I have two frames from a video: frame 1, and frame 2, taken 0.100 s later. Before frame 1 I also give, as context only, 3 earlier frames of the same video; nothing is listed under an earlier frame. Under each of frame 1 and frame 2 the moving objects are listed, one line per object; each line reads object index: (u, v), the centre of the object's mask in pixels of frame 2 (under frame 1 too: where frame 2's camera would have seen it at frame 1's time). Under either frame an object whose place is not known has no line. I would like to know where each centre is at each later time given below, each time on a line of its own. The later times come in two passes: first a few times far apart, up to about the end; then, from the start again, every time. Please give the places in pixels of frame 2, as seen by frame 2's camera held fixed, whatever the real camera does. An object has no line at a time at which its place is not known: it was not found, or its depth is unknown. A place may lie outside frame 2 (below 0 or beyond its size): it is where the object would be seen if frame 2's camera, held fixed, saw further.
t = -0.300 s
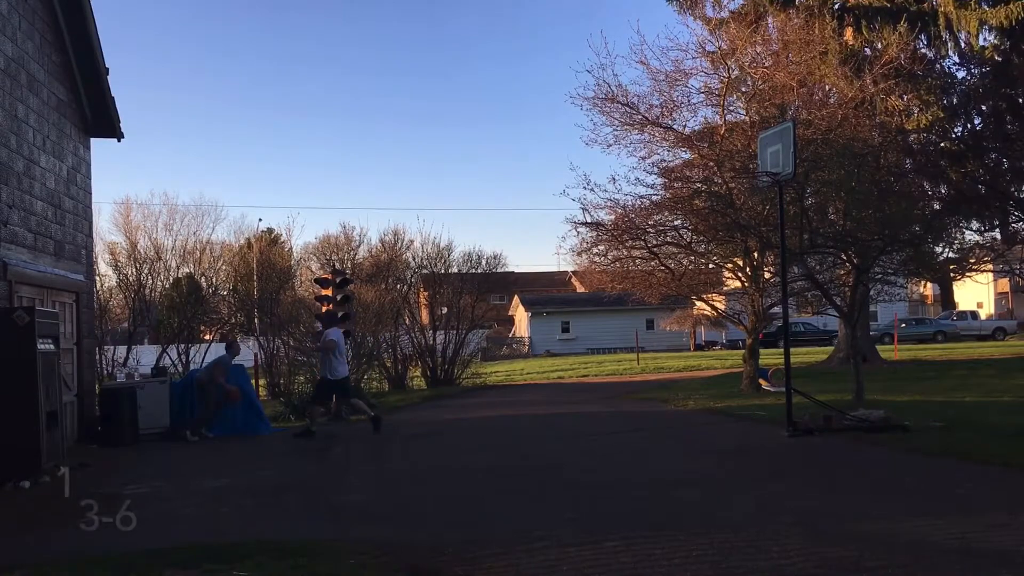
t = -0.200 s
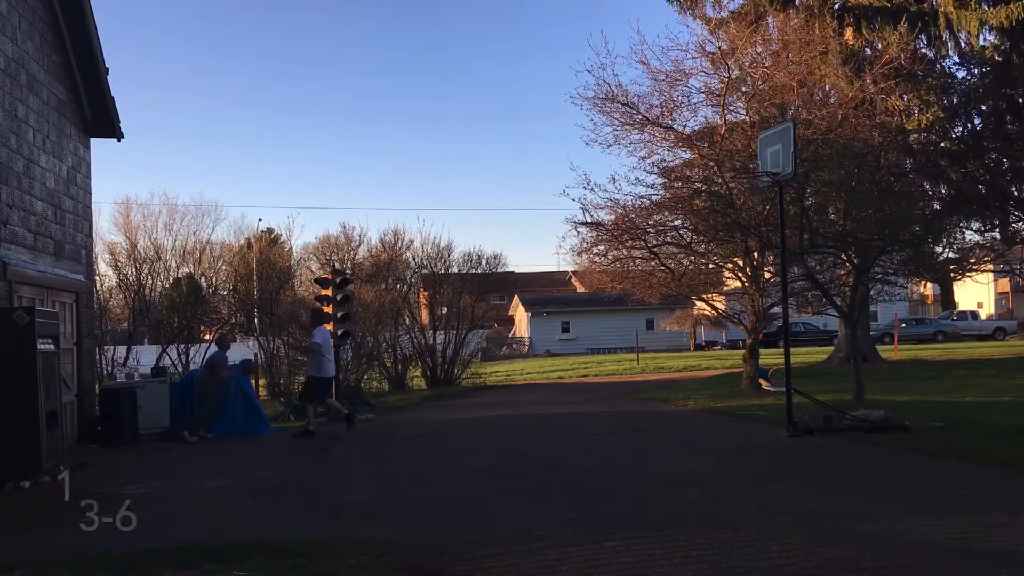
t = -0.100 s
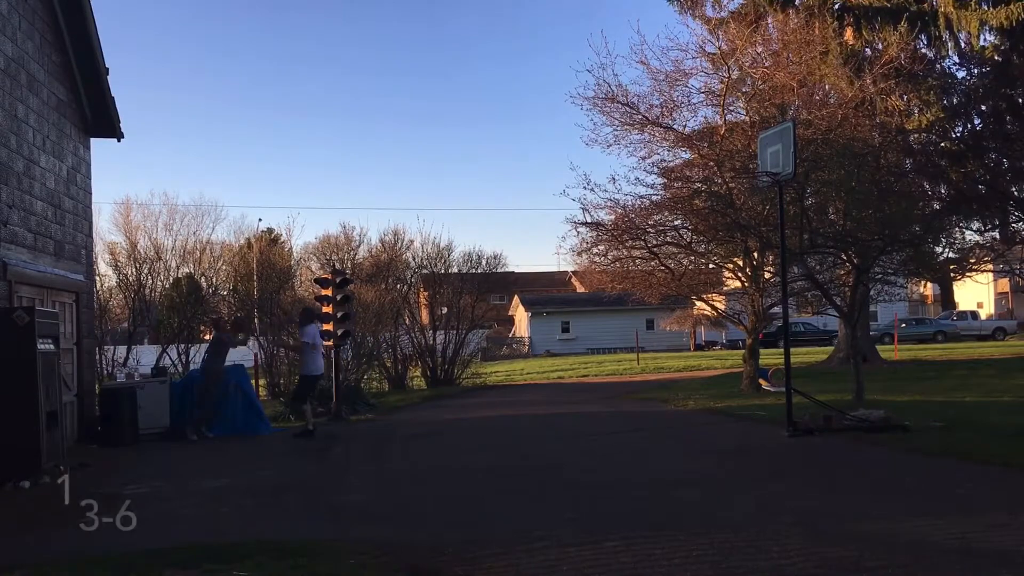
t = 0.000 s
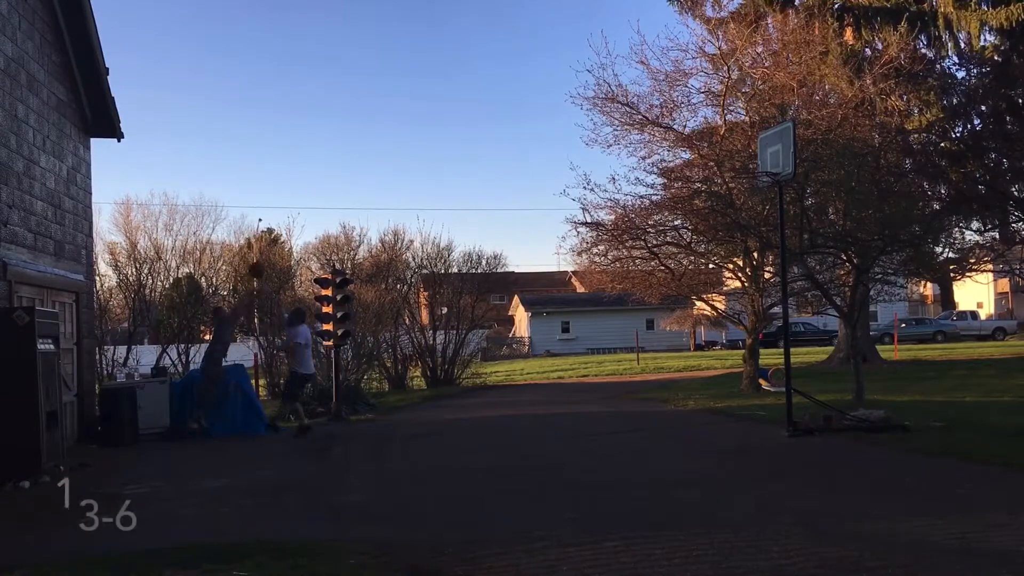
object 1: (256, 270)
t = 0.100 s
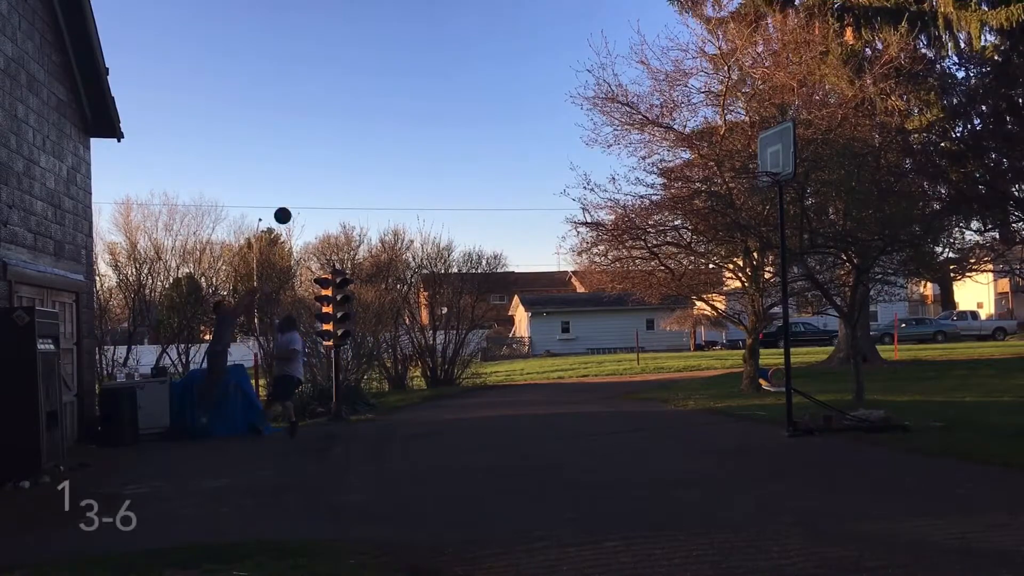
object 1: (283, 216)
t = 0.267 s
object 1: (325, 140)
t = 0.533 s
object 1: (394, 56)
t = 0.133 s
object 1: (291, 199)
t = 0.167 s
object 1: (300, 183)
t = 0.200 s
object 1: (308, 168)
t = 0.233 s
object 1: (317, 154)
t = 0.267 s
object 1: (325, 140)
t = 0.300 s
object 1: (333, 127)
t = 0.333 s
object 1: (342, 114)
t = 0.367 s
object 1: (351, 103)
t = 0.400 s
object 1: (359, 92)
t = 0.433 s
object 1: (368, 82)
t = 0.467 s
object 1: (376, 73)
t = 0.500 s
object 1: (385, 64)
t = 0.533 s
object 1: (394, 56)
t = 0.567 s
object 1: (403, 49)
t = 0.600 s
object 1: (411, 42)
